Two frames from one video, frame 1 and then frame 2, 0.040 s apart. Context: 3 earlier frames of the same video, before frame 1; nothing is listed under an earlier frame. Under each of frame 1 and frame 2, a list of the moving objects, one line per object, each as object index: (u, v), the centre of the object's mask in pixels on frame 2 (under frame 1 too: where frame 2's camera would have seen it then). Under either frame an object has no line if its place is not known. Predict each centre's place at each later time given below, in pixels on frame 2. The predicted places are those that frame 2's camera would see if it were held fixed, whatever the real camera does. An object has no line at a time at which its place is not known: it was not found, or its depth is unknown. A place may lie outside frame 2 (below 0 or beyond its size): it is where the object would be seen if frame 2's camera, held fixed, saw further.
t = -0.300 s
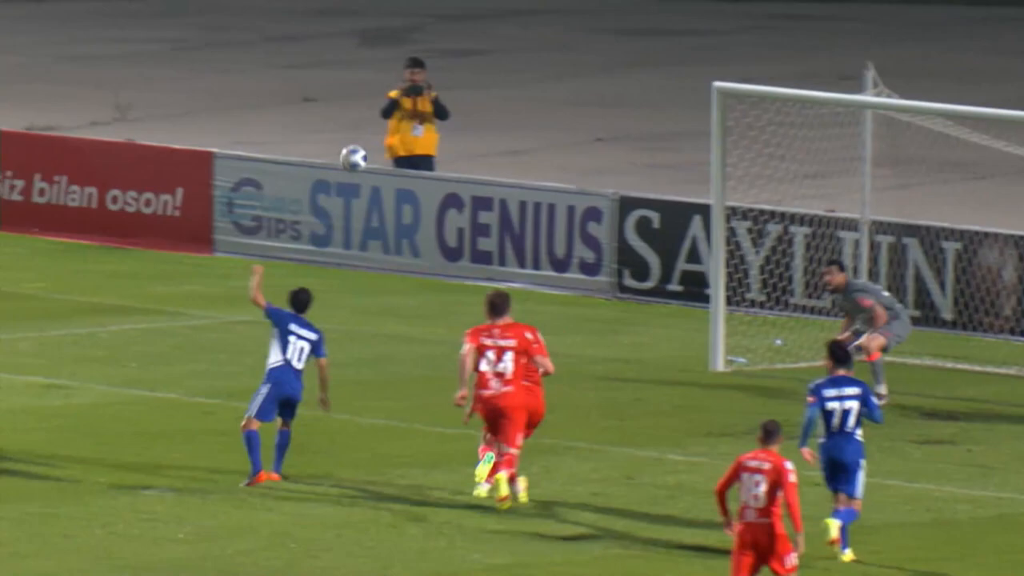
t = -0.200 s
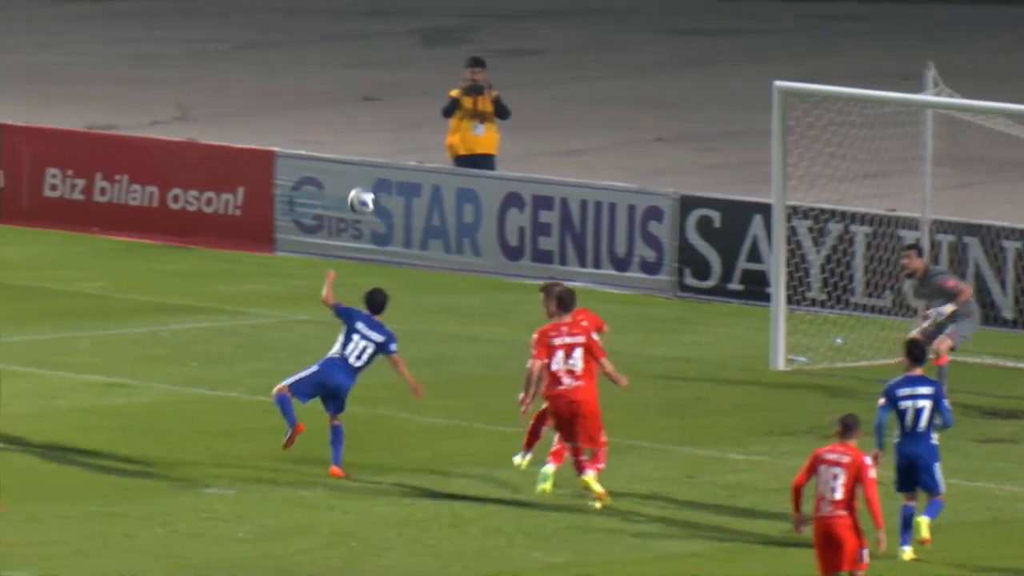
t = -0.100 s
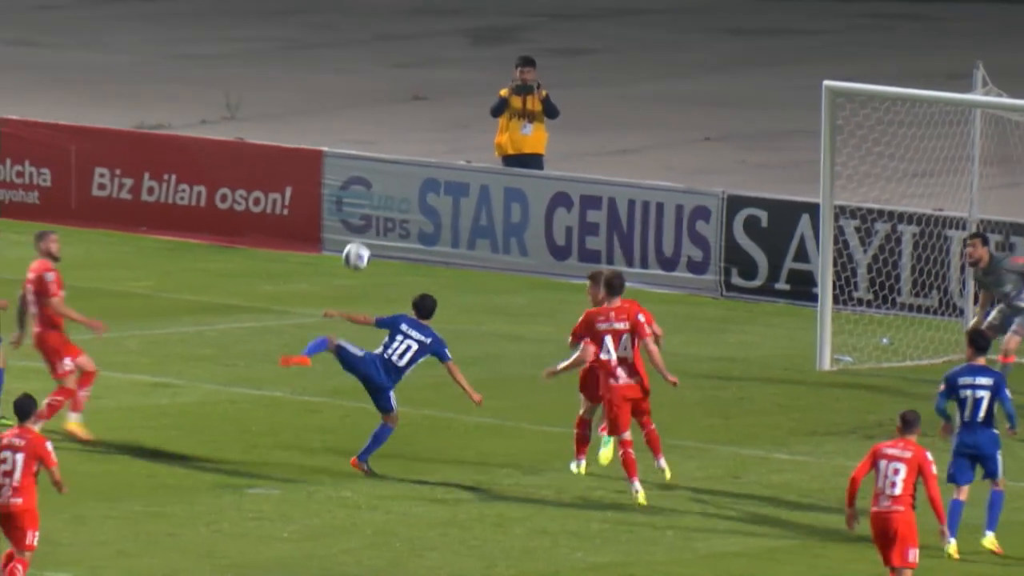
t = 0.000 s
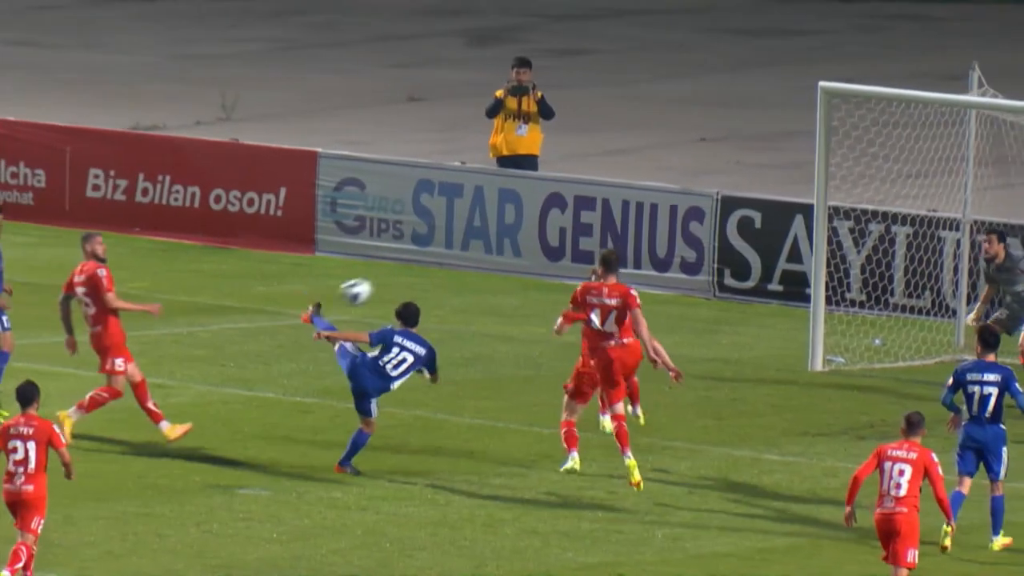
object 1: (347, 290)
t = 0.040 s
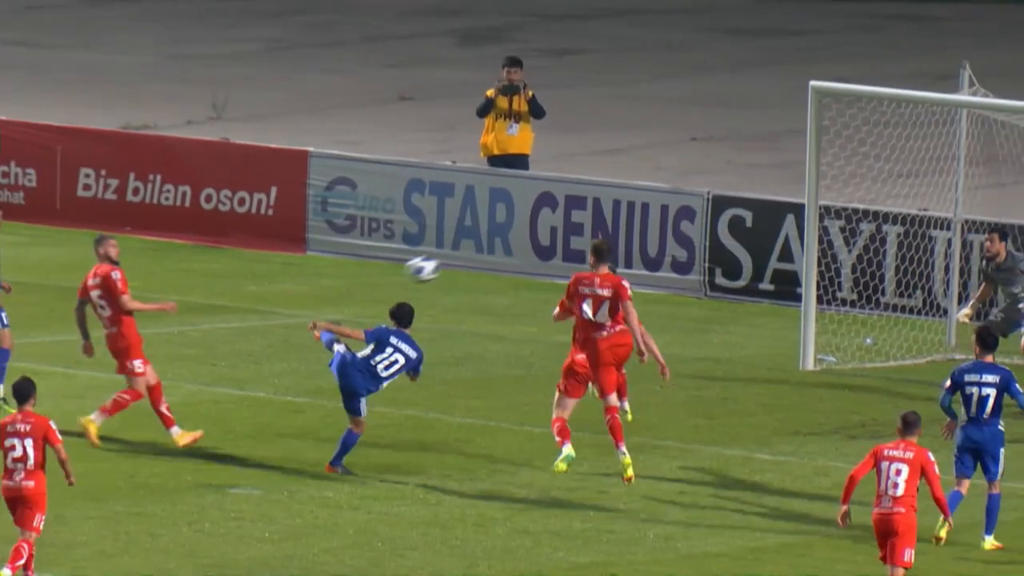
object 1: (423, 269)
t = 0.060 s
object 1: (460, 257)
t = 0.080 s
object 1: (497, 247)
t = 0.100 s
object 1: (533, 238)
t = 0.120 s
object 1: (567, 229)
